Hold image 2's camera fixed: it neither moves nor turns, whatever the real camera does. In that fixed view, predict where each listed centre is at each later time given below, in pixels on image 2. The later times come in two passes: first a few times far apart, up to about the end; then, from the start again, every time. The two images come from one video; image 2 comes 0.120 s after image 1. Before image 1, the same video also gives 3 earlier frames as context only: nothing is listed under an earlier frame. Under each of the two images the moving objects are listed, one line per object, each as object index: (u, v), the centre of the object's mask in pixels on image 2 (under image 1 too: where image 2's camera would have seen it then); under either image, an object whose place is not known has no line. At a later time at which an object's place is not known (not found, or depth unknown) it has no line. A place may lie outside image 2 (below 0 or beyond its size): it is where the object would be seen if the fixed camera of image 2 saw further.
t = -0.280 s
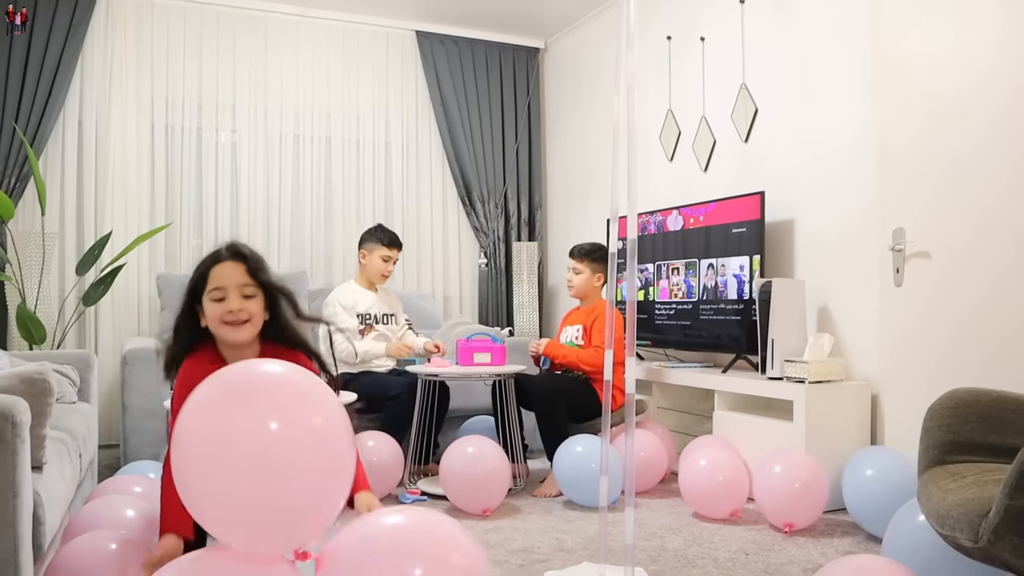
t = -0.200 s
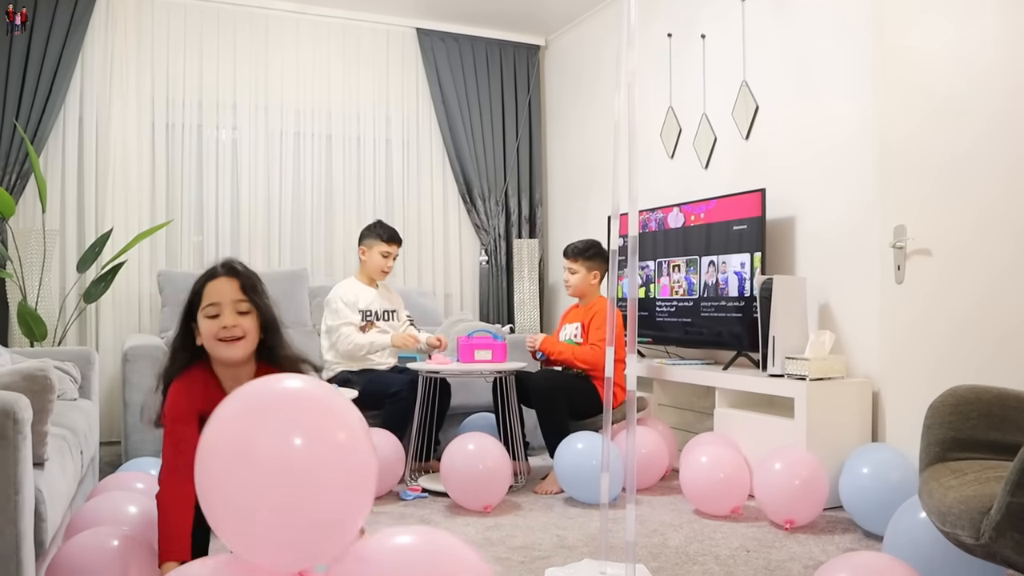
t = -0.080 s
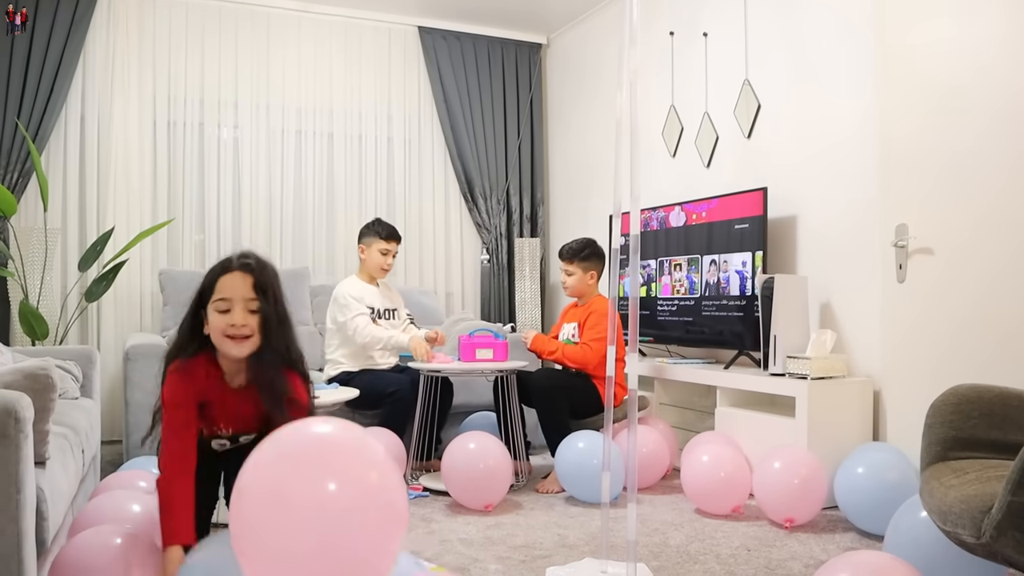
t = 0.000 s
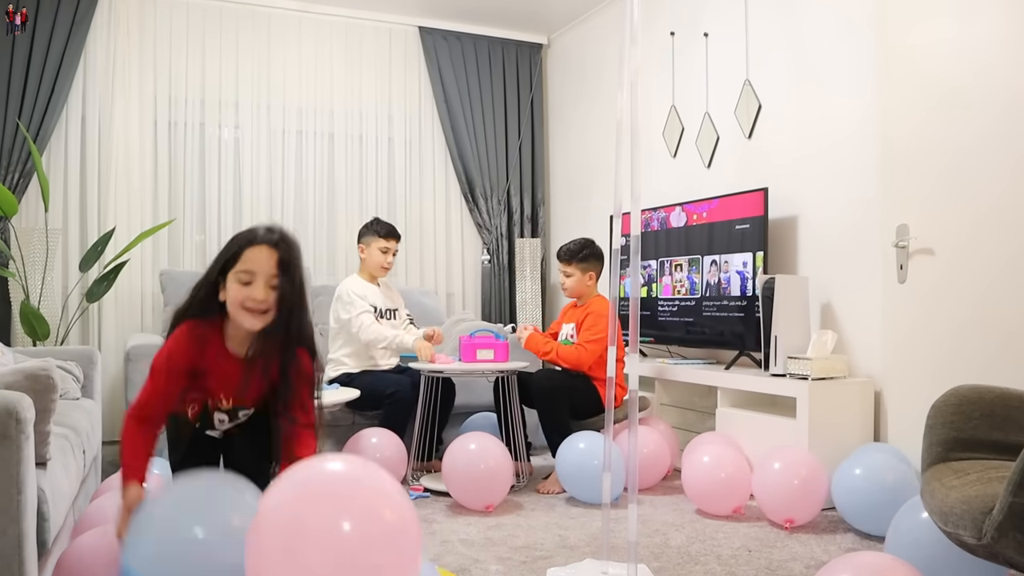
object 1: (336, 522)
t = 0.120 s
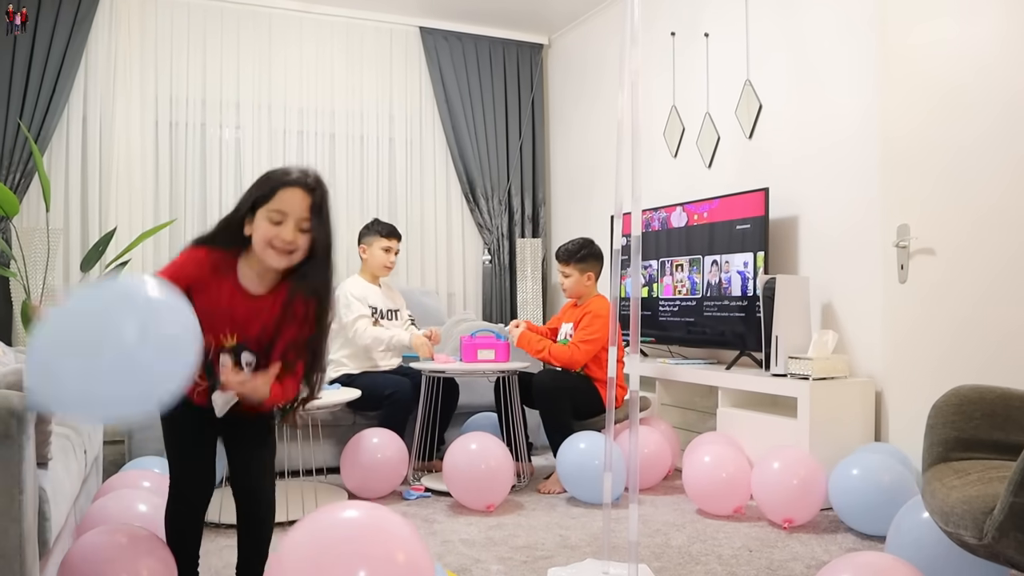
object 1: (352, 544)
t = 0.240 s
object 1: (341, 535)
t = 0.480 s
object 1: (333, 540)
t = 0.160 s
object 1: (344, 541)
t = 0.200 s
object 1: (342, 537)
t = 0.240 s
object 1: (341, 535)
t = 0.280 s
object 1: (340, 535)
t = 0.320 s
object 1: (339, 536)
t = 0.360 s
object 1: (338, 538)
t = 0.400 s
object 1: (336, 540)
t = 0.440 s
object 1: (334, 540)
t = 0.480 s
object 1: (333, 540)
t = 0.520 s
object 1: (333, 540)
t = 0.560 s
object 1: (334, 541)
